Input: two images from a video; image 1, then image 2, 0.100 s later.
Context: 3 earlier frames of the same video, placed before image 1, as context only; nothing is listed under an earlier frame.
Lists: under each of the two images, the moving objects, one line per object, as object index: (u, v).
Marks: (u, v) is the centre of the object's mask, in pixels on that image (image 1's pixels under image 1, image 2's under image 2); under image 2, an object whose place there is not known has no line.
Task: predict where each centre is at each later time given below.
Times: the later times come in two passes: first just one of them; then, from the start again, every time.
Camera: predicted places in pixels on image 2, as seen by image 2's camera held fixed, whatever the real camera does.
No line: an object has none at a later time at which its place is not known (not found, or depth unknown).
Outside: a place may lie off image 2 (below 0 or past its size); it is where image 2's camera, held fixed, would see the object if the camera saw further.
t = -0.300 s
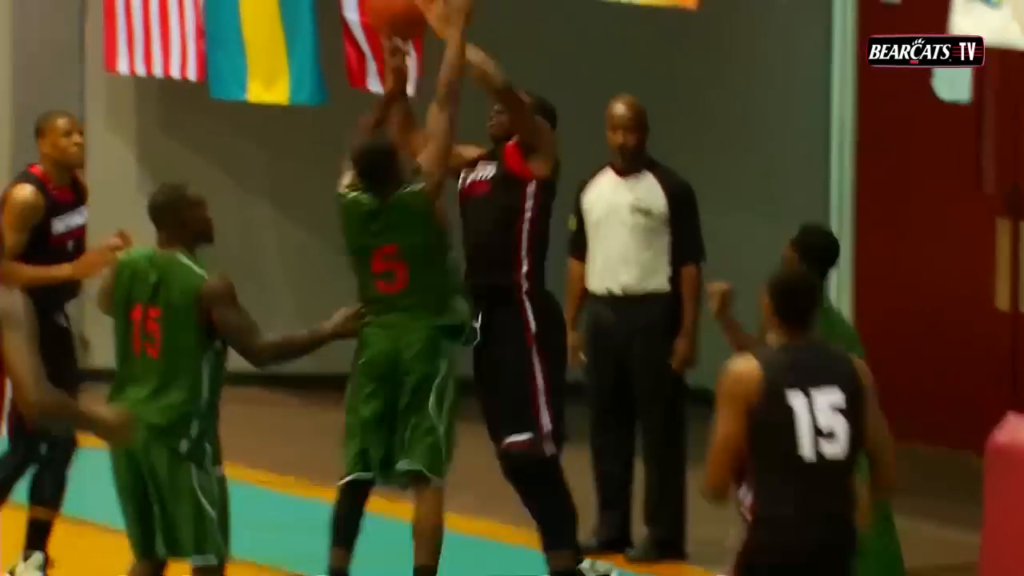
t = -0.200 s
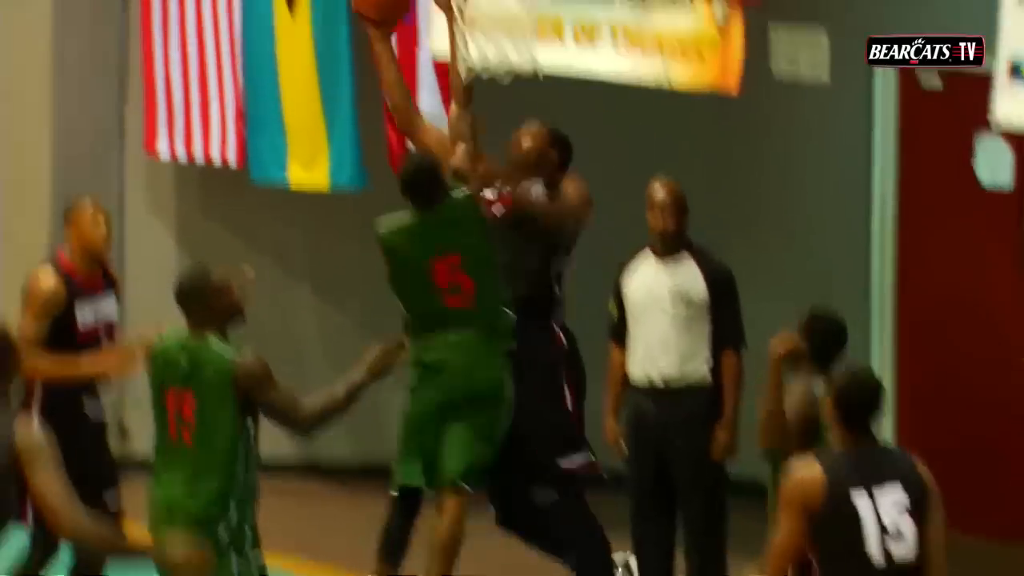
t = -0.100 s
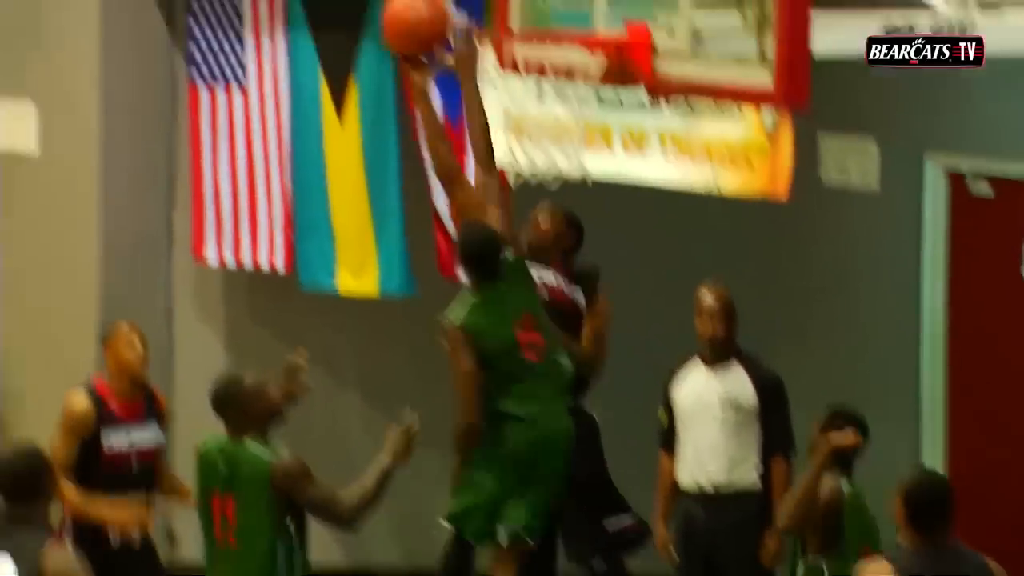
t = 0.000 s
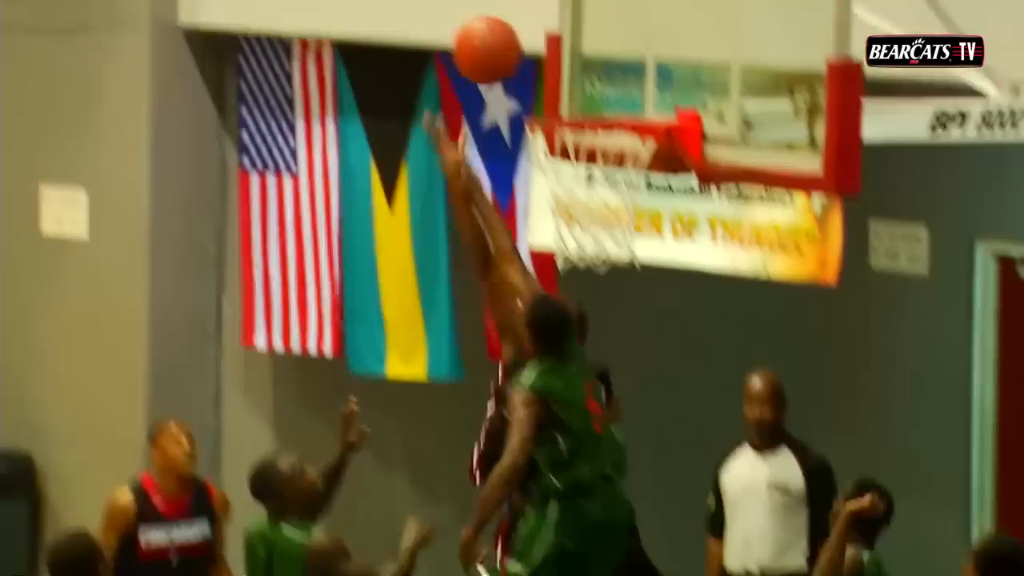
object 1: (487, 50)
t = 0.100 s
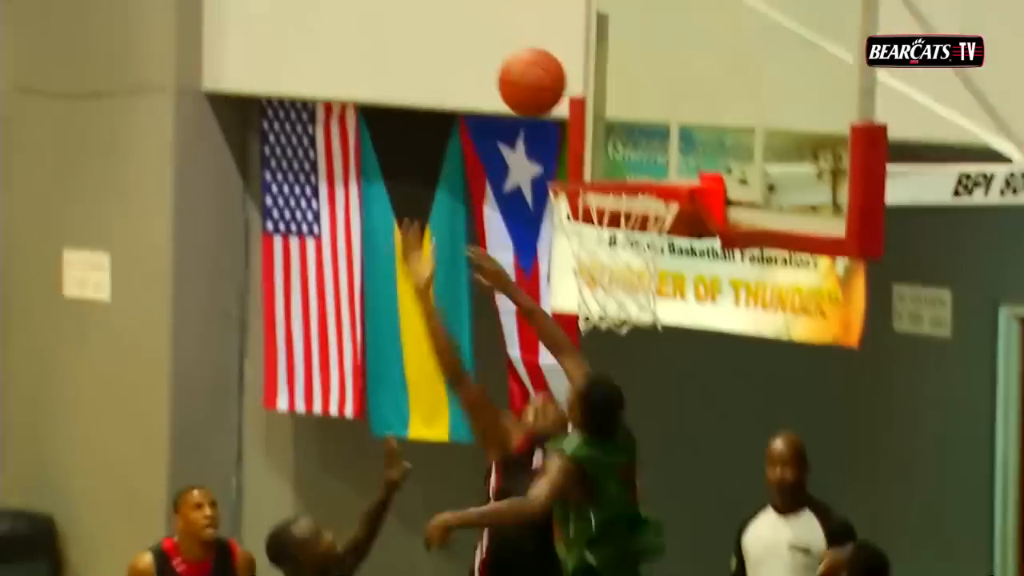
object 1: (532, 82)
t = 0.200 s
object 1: (551, 78)
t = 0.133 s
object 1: (538, 77)
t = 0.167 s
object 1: (544, 76)
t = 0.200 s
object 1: (551, 78)
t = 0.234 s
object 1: (557, 83)
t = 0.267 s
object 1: (564, 91)
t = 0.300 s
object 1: (571, 102)
